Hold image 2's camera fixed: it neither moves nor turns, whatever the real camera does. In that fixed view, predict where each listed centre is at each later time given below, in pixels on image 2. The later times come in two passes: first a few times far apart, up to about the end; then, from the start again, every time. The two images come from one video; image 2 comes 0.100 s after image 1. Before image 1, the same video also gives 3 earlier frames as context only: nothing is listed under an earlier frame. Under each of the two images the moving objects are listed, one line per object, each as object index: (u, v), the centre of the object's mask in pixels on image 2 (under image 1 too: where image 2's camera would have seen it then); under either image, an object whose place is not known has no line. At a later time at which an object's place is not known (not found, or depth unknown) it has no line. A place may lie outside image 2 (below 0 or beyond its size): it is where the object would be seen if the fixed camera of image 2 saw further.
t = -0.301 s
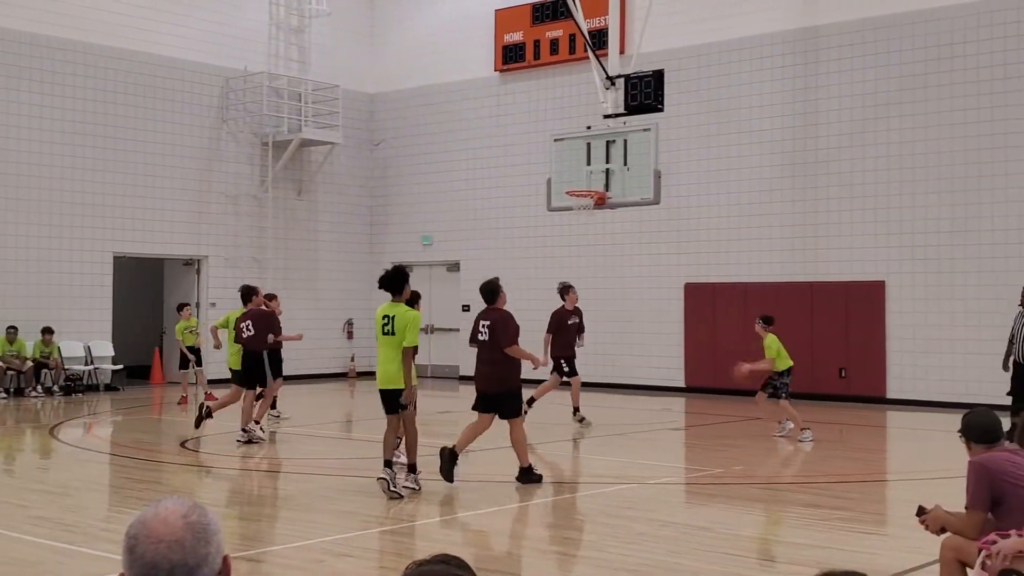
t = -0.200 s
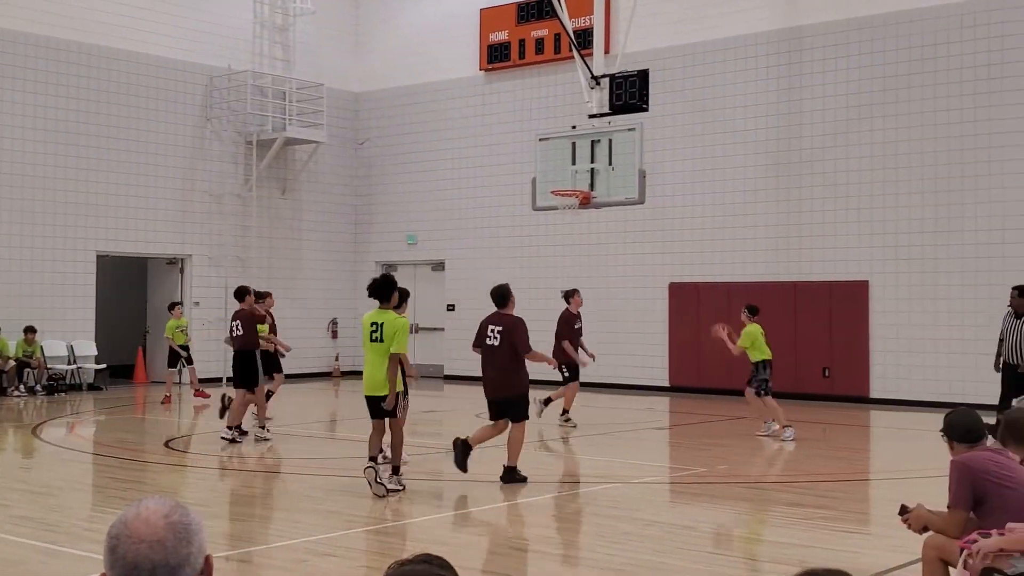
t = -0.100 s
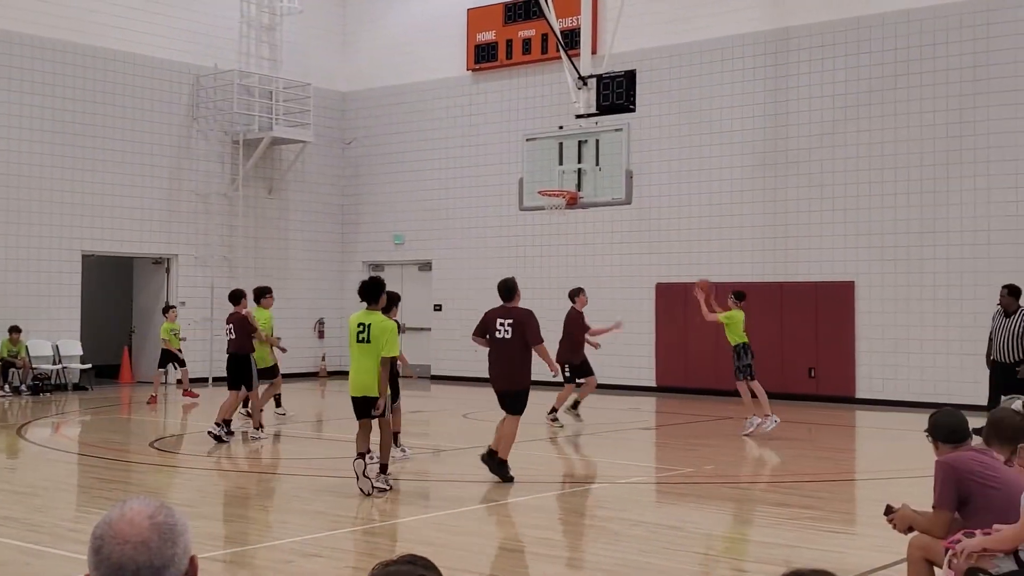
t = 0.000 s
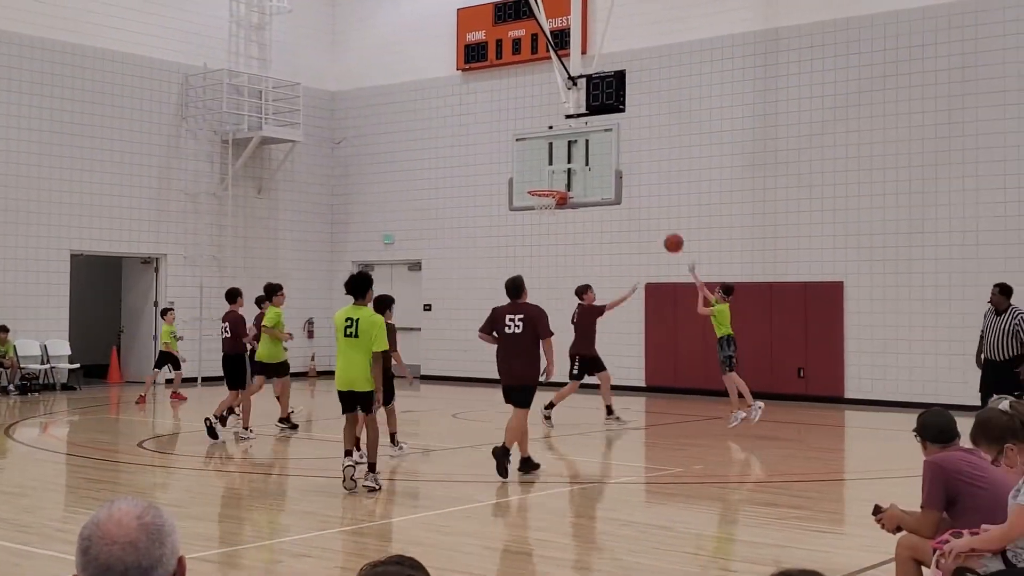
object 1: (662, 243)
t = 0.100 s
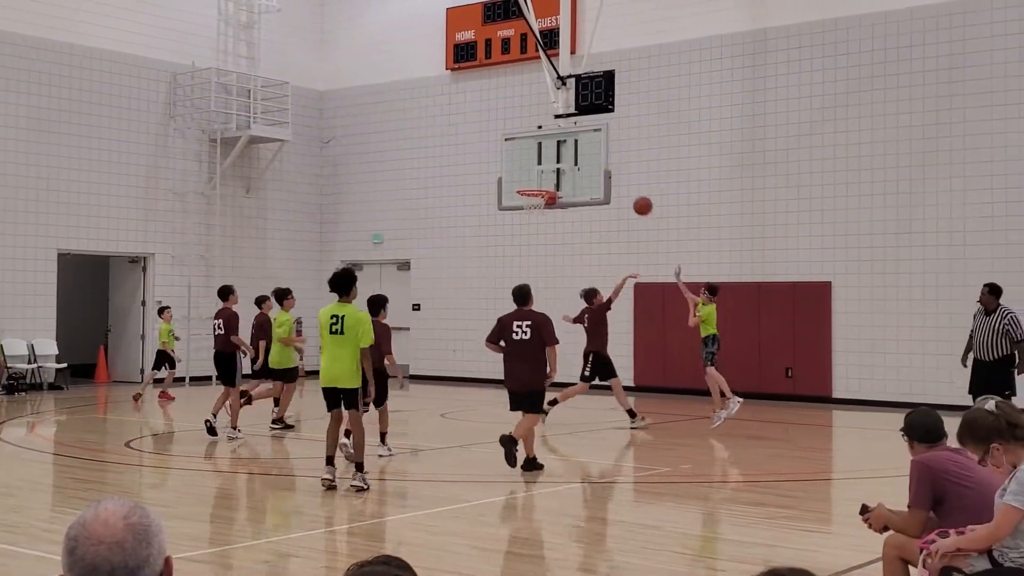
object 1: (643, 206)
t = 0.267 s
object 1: (611, 165)
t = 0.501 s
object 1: (571, 145)
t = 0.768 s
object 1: (529, 170)
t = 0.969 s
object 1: (495, 205)
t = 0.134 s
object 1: (636, 196)
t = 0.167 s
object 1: (630, 187)
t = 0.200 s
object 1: (624, 178)
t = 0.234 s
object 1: (618, 171)
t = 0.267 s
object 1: (611, 165)
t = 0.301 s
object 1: (605, 159)
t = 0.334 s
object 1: (599, 155)
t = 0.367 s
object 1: (593, 151)
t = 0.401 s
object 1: (587, 148)
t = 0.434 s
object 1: (582, 147)
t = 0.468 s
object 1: (576, 145)
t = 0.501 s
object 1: (571, 145)
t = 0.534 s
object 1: (565, 146)
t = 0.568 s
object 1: (560, 147)
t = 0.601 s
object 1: (554, 149)
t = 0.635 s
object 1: (549, 152)
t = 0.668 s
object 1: (544, 155)
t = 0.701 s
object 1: (539, 159)
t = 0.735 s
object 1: (533, 164)
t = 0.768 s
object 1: (529, 170)
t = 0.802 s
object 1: (523, 174)
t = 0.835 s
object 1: (517, 179)
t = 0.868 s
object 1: (512, 184)
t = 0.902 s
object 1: (506, 190)
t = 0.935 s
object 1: (501, 197)
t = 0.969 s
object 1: (495, 205)
